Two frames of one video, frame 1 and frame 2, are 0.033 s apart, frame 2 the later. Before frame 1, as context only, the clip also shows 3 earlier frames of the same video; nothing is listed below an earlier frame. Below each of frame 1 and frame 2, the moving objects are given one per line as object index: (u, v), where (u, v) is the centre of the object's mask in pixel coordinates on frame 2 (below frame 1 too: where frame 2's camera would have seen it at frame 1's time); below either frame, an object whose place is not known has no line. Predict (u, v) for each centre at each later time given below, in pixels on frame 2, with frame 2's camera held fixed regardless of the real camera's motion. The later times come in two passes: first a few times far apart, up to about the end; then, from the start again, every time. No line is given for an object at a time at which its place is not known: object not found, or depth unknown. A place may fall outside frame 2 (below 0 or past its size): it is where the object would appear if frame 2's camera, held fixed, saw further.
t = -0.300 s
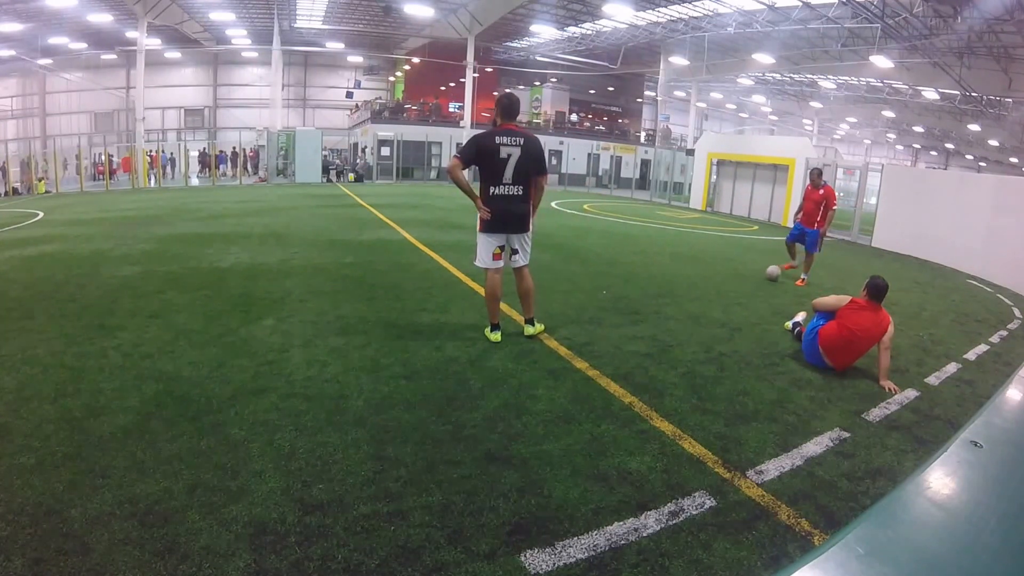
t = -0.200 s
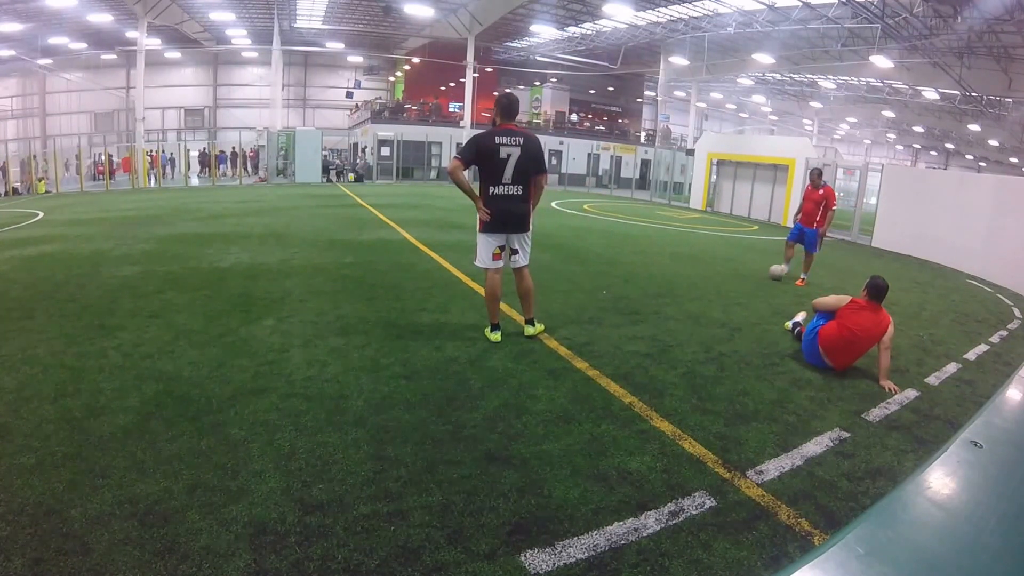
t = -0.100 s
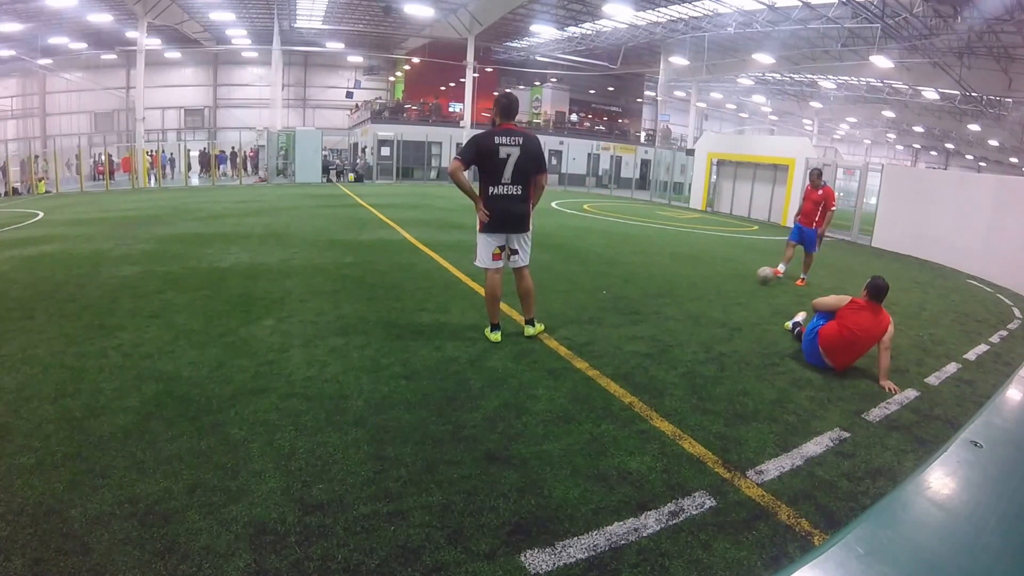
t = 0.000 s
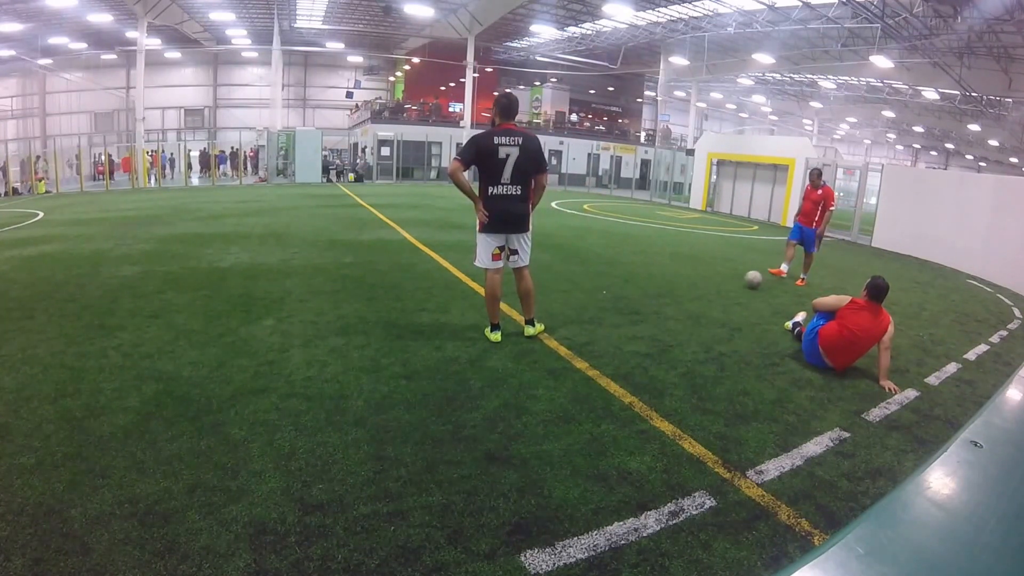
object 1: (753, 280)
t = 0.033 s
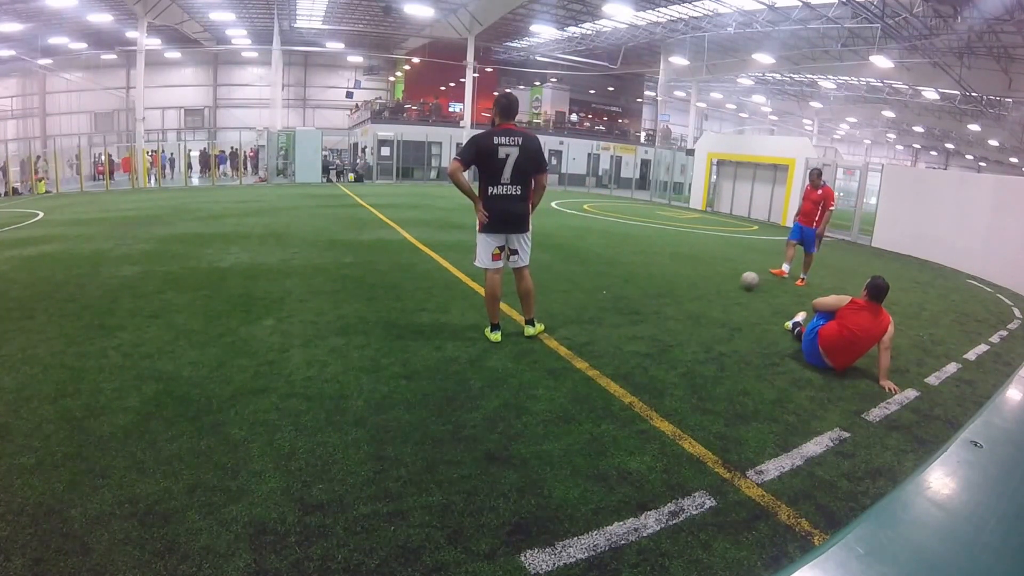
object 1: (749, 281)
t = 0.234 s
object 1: (729, 289)
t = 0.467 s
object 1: (709, 297)
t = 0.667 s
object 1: (689, 304)
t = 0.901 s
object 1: (663, 316)
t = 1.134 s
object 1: (631, 328)
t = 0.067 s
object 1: (745, 283)
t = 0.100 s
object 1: (742, 284)
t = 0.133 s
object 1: (739, 284)
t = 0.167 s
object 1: (736, 284)
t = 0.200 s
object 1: (732, 287)
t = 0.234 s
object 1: (729, 289)
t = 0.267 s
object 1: (726, 290)
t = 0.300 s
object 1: (723, 290)
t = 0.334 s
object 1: (720, 292)
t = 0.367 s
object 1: (717, 293)
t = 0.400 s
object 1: (714, 295)
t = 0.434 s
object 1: (711, 296)
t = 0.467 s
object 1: (709, 297)
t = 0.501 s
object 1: (706, 298)
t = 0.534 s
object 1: (703, 299)
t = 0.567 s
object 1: (699, 301)
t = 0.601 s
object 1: (696, 302)
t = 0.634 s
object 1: (693, 304)
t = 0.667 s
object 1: (689, 304)
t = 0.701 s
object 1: (686, 307)
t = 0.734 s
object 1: (682, 308)
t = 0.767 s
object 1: (678, 309)
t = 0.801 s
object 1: (675, 311)
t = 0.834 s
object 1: (670, 312)
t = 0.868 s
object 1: (666, 314)
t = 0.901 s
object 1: (663, 316)
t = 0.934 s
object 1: (659, 317)
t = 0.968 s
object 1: (654, 319)
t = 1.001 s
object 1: (649, 321)
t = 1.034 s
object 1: (645, 323)
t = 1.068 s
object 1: (640, 324)
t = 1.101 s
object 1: (636, 326)
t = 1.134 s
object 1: (631, 328)
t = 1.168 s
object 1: (626, 330)
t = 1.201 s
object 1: (620, 332)
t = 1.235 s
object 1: (616, 333)
